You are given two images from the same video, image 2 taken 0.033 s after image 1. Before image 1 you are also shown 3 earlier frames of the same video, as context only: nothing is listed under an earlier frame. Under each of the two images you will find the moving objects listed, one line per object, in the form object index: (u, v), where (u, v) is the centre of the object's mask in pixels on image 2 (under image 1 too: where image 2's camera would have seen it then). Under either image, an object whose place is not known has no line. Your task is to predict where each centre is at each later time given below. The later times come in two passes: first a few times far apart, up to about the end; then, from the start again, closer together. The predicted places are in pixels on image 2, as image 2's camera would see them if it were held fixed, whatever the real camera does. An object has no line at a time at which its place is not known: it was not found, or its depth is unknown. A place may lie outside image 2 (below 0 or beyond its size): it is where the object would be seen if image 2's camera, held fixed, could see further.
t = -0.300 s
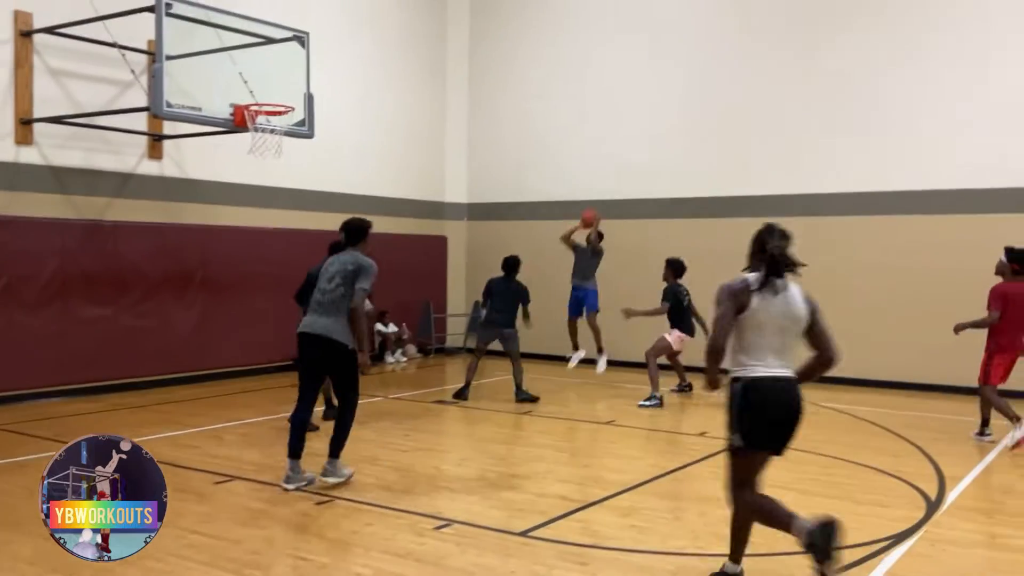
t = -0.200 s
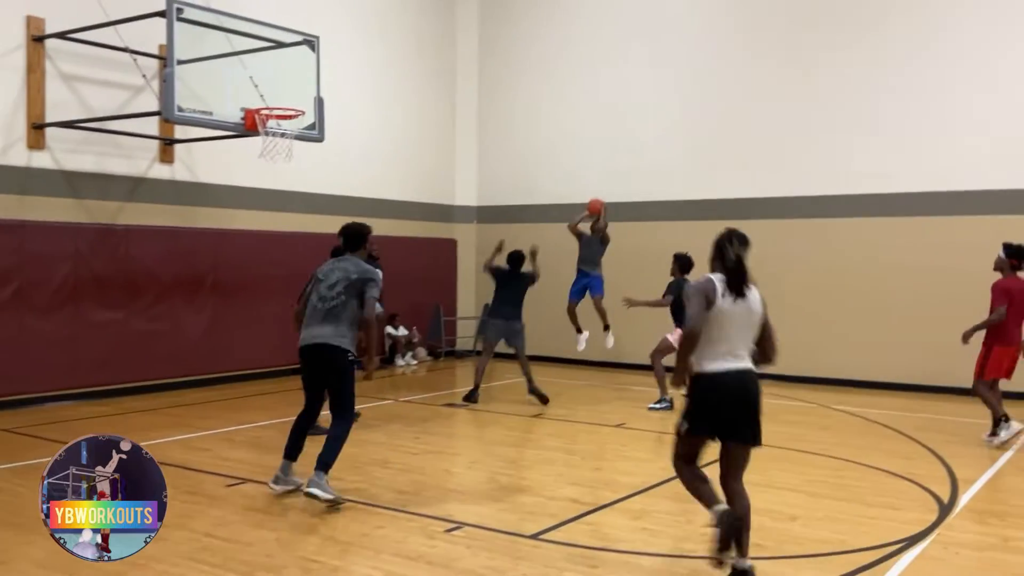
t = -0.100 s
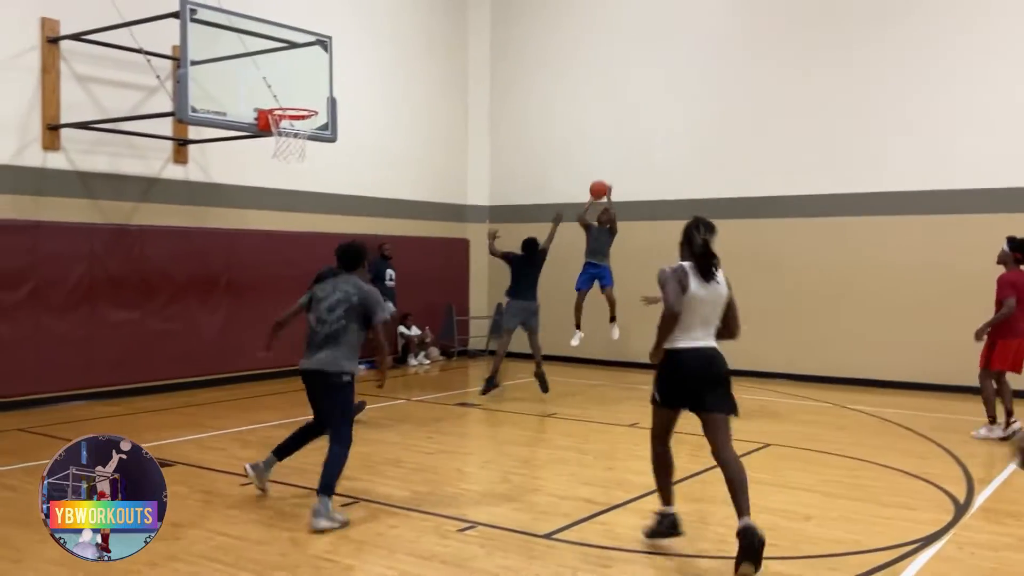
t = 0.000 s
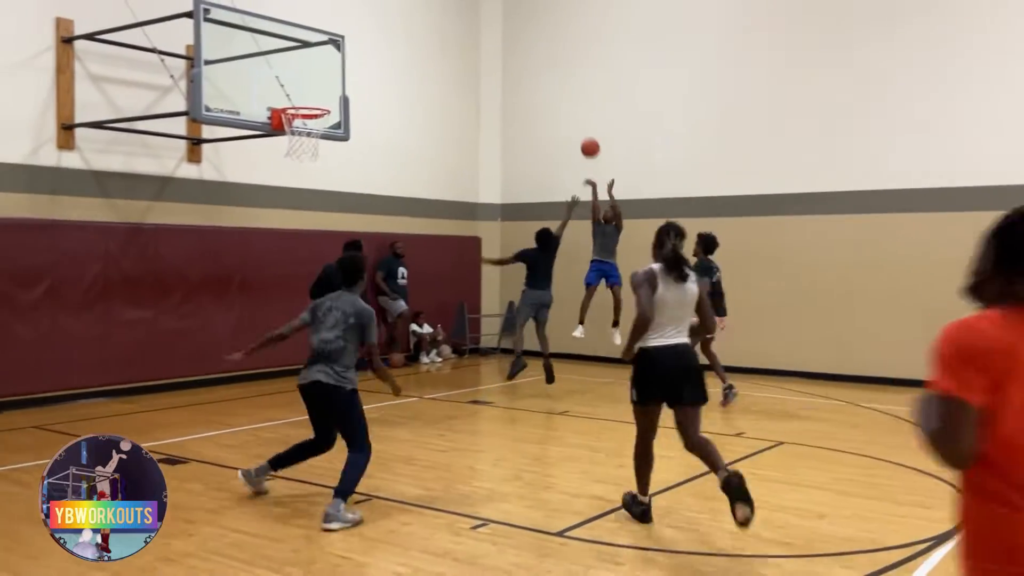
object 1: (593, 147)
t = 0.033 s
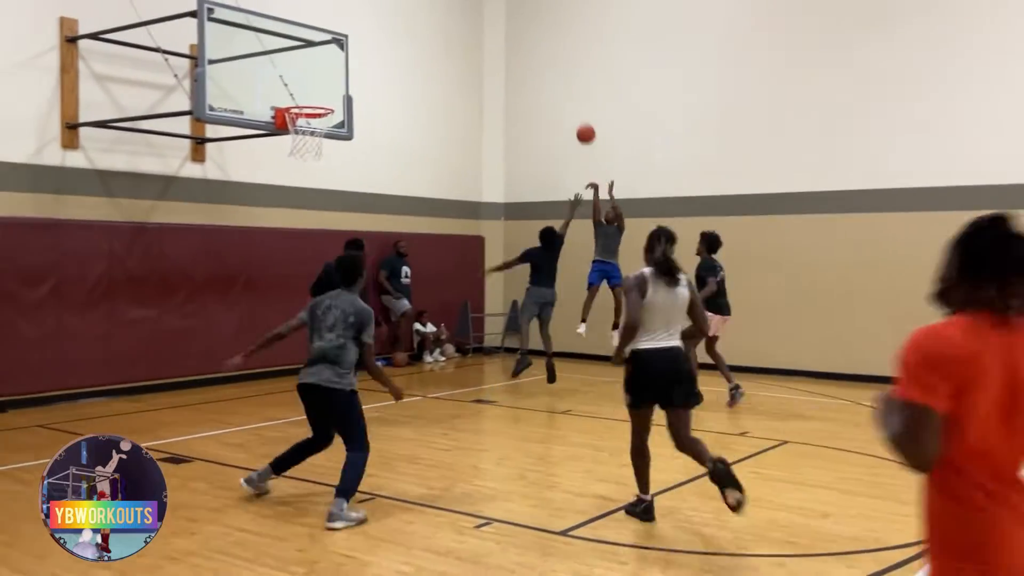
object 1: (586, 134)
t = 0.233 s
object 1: (536, 70)
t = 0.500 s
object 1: (461, 30)
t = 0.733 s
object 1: (386, 46)
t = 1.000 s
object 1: (297, 117)
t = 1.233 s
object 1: (314, 139)
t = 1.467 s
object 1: (342, 175)
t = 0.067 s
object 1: (578, 121)
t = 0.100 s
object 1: (569, 110)
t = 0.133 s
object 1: (561, 99)
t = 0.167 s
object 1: (553, 89)
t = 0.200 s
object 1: (545, 79)
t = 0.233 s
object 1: (536, 70)
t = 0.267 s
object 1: (527, 63)
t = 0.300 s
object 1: (518, 55)
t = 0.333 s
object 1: (509, 49)
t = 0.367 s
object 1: (500, 43)
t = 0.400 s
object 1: (490, 38)
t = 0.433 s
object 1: (481, 35)
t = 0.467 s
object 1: (471, 32)
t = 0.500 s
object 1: (461, 30)
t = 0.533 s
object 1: (451, 29)
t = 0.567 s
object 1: (440, 29)
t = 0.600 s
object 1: (430, 30)
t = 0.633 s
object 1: (420, 33)
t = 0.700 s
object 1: (398, 40)
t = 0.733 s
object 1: (386, 46)
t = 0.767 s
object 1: (375, 52)
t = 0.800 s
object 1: (363, 60)
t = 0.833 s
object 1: (351, 69)
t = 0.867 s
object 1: (339, 79)
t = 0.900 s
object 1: (327, 91)
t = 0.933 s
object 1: (315, 103)
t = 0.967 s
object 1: (304, 110)
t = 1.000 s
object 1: (297, 117)
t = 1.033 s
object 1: (297, 123)
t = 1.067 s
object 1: (296, 127)
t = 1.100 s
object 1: (299, 133)
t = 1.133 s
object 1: (302, 135)
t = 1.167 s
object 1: (305, 137)
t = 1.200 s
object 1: (310, 138)
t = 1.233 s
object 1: (314, 139)
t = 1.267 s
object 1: (318, 141)
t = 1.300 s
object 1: (323, 144)
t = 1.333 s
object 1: (326, 148)
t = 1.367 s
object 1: (330, 153)
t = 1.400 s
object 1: (334, 159)
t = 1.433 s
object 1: (338, 167)
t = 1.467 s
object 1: (342, 175)
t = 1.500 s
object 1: (346, 184)
